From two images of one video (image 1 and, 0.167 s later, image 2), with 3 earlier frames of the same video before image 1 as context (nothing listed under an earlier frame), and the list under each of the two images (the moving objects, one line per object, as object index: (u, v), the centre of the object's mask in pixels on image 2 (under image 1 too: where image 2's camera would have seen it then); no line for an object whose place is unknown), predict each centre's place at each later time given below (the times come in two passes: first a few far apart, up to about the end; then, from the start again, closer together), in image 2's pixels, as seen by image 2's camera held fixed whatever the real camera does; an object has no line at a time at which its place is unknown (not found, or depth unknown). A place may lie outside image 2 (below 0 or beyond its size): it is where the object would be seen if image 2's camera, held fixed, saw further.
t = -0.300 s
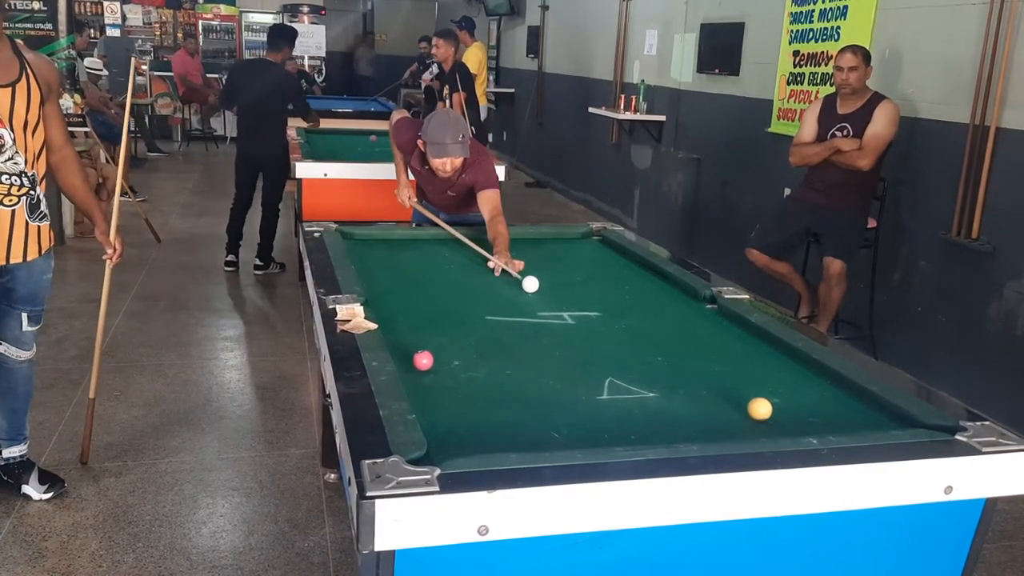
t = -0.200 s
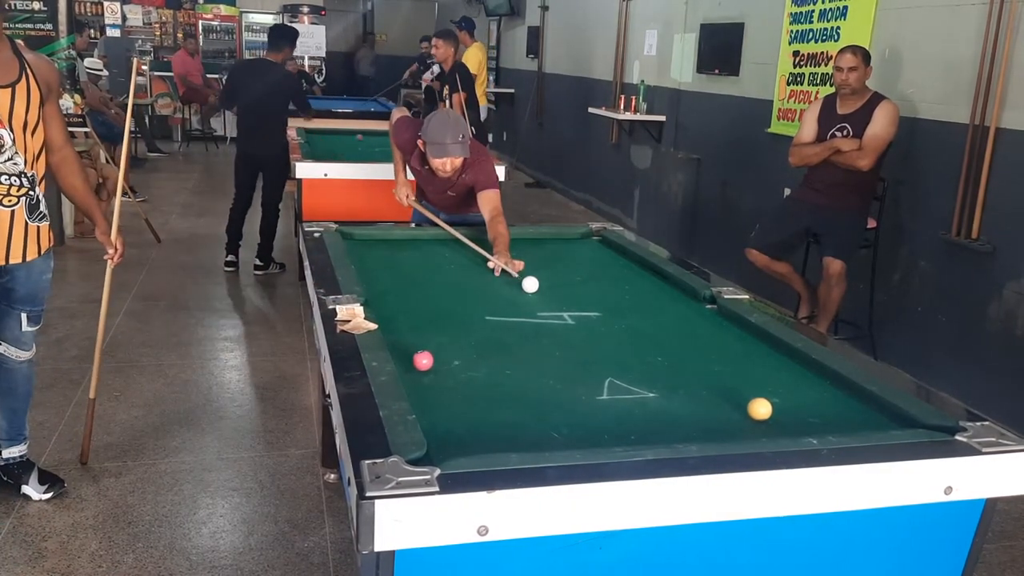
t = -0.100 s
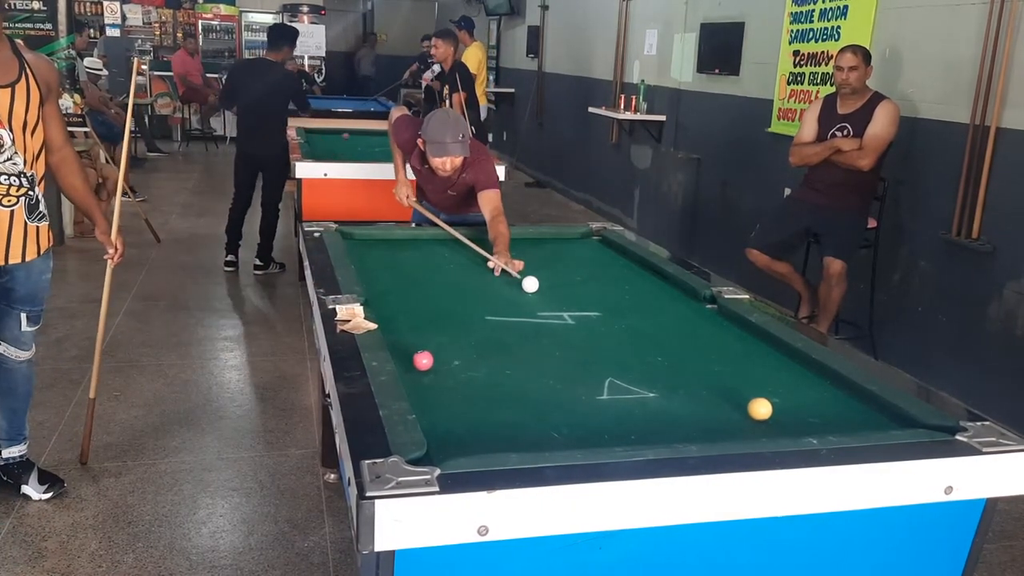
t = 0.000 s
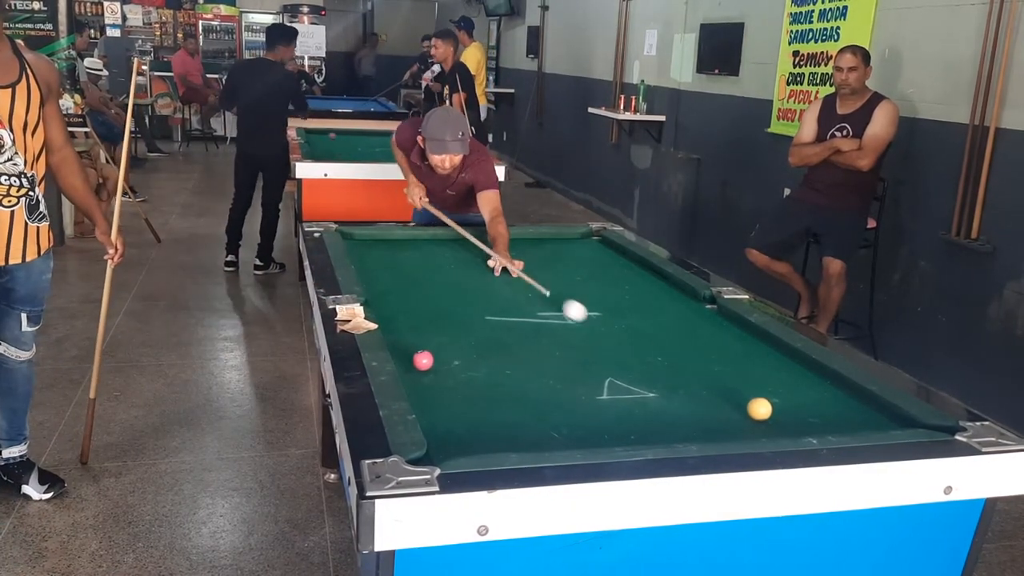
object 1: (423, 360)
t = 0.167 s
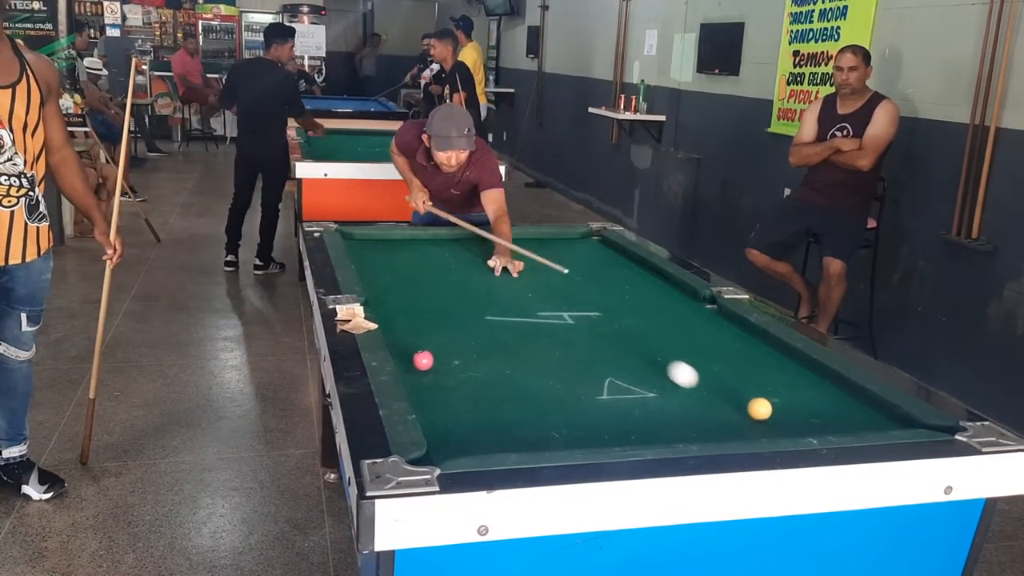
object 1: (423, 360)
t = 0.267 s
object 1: (423, 360)
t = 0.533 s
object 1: (423, 360)
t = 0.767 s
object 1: (423, 360)
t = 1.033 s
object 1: (423, 360)
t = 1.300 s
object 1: (423, 360)
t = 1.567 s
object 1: (423, 360)
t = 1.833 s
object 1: (423, 360)
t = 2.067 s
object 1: (423, 360)
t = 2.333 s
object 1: (423, 360)
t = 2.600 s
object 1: (423, 360)
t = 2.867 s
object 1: (423, 360)
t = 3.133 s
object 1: (423, 360)
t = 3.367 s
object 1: (423, 360)
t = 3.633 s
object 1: (423, 360)
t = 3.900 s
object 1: (423, 360)
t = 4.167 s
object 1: (423, 360)
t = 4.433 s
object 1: (431, 364)
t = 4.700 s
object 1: (448, 374)
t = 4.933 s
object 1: (463, 382)
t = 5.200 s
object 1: (481, 391)
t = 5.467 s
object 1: (497, 399)
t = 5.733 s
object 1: (513, 406)
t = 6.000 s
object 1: (527, 413)
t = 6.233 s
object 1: (540, 419)
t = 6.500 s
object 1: (552, 424)
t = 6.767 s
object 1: (564, 428)
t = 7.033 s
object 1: (574, 431)
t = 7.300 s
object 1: (581, 433)
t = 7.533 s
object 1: (585, 435)
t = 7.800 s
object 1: (588, 435)
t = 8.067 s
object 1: (586, 435)
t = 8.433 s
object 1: (594, 433)
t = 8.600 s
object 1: (587, 434)
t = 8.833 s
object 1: (588, 435)
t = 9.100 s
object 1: (587, 435)
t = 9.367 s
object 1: (587, 435)
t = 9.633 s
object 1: (587, 435)
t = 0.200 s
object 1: (423, 360)
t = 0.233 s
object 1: (423, 360)
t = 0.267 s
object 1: (423, 360)
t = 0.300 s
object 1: (423, 360)
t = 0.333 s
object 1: (423, 360)
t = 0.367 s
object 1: (423, 360)
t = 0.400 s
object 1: (423, 360)
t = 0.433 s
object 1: (423, 360)
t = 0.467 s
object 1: (423, 360)
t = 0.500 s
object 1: (423, 360)
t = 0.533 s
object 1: (423, 360)
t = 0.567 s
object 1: (423, 360)
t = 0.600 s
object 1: (423, 360)
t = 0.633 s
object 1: (423, 360)
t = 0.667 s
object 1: (423, 360)
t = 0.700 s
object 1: (423, 360)
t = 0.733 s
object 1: (423, 360)
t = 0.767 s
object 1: (423, 360)
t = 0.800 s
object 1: (423, 360)
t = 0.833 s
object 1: (423, 360)
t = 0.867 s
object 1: (423, 360)
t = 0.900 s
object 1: (423, 360)
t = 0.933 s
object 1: (423, 360)
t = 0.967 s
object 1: (423, 360)
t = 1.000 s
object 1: (423, 360)
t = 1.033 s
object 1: (423, 360)
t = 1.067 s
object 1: (423, 360)
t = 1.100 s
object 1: (423, 360)
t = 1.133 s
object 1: (423, 360)
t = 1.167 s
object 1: (423, 360)
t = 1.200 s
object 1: (423, 360)
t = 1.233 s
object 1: (423, 360)
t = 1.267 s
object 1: (423, 360)
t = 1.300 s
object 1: (423, 360)
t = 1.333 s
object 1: (423, 360)
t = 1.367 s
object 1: (423, 360)
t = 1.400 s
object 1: (423, 360)
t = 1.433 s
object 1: (423, 360)
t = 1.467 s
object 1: (423, 360)
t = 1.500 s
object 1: (423, 360)
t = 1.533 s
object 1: (423, 360)
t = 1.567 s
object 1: (423, 360)
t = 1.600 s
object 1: (423, 360)
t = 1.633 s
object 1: (423, 360)
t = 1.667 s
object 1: (423, 360)
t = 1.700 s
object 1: (423, 360)
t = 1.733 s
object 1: (423, 360)
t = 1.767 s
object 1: (423, 360)
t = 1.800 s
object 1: (423, 360)
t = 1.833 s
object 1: (423, 360)
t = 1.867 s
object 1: (423, 360)
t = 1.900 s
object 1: (423, 360)
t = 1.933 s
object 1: (423, 360)
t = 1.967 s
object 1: (423, 360)
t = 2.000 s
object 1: (423, 360)
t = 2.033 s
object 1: (423, 360)
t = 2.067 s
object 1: (423, 360)
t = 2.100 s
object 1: (423, 360)
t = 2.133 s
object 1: (423, 360)
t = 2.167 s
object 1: (423, 360)
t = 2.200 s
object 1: (423, 360)
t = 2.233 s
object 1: (423, 360)
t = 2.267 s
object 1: (423, 360)
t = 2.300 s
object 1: (423, 360)
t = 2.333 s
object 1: (423, 360)
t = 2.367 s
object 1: (423, 360)
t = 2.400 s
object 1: (423, 360)
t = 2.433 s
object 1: (423, 360)
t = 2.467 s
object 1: (423, 360)
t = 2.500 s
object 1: (423, 360)
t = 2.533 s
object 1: (423, 360)
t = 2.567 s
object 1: (423, 360)
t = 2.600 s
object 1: (423, 360)
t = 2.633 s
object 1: (423, 360)
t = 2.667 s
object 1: (423, 360)
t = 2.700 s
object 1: (423, 360)
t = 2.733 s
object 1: (423, 360)
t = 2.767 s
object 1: (423, 360)
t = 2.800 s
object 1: (423, 360)
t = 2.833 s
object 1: (423, 360)
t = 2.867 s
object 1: (423, 360)
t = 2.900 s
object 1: (423, 360)
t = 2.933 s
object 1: (423, 360)
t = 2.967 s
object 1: (423, 360)
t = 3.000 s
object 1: (423, 360)
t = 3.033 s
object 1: (423, 360)
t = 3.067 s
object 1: (423, 360)
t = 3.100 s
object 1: (423, 360)
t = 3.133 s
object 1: (423, 360)
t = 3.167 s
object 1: (423, 360)
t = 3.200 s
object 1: (423, 360)
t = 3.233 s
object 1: (423, 360)
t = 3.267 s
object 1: (423, 360)
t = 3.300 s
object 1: (423, 360)
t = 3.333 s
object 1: (423, 360)
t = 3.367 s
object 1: (423, 360)
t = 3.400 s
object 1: (423, 360)
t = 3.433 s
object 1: (423, 360)
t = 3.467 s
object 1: (423, 360)
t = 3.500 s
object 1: (423, 360)
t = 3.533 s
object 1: (423, 360)
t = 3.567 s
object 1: (423, 360)
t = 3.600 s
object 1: (423, 360)
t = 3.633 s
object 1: (423, 360)
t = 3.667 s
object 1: (423, 360)
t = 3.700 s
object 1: (423, 360)
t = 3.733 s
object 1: (423, 360)
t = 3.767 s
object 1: (423, 360)
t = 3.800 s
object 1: (423, 360)
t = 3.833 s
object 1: (423, 360)
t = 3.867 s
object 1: (423, 360)
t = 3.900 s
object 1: (423, 360)
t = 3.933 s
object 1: (423, 360)
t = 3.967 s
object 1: (423, 360)
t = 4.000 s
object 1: (423, 360)
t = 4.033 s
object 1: (423, 360)
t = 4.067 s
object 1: (423, 360)
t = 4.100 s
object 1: (423, 360)
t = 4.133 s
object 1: (423, 360)
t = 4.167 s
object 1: (423, 360)
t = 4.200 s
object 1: (423, 360)
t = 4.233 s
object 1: (424, 360)
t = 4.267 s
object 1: (423, 360)
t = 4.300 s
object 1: (423, 360)
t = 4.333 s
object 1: (424, 360)
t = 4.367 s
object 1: (426, 362)
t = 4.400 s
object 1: (428, 363)
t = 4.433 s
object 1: (431, 364)
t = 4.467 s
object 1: (433, 365)
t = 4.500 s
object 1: (435, 367)
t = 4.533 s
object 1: (437, 368)
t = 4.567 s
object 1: (439, 369)
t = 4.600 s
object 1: (441, 370)
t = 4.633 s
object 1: (444, 371)
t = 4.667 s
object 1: (446, 373)
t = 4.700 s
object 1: (448, 374)
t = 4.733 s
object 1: (450, 375)
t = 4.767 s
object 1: (452, 376)
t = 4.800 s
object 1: (454, 377)
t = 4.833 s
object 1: (456, 378)
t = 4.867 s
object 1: (459, 380)
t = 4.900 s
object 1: (461, 381)
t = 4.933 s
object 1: (463, 382)
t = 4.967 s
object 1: (465, 383)
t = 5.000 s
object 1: (467, 384)
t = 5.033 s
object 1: (470, 385)
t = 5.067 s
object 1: (472, 386)
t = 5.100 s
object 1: (474, 387)
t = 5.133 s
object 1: (476, 388)
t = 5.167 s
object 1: (478, 389)
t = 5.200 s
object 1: (481, 391)
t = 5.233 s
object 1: (483, 392)
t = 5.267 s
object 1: (485, 393)
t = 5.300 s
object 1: (487, 394)
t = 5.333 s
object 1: (489, 395)
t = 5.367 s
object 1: (491, 396)
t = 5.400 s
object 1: (493, 397)
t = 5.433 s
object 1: (495, 398)
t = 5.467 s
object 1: (497, 399)
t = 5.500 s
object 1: (499, 399)
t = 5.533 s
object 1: (501, 400)
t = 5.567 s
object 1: (503, 402)
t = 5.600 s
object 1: (505, 403)
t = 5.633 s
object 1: (507, 404)
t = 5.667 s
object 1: (509, 405)
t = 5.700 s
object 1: (511, 406)
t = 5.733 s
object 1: (513, 406)
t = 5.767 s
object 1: (515, 407)
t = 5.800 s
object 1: (516, 408)
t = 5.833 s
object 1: (518, 409)
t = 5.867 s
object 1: (520, 410)
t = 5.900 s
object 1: (522, 411)
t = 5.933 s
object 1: (524, 412)
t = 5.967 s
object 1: (526, 412)
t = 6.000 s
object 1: (527, 413)
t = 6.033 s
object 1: (529, 414)
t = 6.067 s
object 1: (531, 415)
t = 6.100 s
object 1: (532, 416)
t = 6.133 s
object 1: (534, 417)
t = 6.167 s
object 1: (536, 417)
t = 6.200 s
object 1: (538, 418)
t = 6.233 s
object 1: (540, 419)
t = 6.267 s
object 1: (541, 419)
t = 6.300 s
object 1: (543, 420)
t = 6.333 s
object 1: (544, 421)
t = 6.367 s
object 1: (546, 421)
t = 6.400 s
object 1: (548, 422)
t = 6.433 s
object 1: (549, 423)
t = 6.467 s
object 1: (551, 423)
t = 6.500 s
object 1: (552, 424)
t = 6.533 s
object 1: (554, 424)
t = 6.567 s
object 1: (556, 425)
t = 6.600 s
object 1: (557, 425)
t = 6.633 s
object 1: (559, 426)
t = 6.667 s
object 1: (560, 426)
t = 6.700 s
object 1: (561, 427)
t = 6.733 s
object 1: (563, 427)
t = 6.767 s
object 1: (564, 428)
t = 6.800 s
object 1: (565, 428)
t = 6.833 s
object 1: (566, 429)
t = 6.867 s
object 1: (568, 429)
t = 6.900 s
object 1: (569, 429)
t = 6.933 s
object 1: (570, 430)
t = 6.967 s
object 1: (571, 430)
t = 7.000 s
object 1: (572, 430)
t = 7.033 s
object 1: (574, 431)
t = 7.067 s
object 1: (575, 431)
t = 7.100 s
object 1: (576, 431)
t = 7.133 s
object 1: (577, 431)
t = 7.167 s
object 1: (577, 432)
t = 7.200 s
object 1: (578, 432)
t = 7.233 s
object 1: (579, 432)
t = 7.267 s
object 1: (580, 433)
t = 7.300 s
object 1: (581, 433)
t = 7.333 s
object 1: (581, 433)
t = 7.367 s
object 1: (582, 434)
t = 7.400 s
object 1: (582, 434)
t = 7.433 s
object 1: (583, 434)
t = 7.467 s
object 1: (583, 434)
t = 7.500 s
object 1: (584, 434)
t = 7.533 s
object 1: (585, 435)
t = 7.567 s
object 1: (585, 435)
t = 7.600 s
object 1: (586, 435)
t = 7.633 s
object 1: (587, 435)
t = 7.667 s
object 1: (587, 435)
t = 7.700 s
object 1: (587, 435)
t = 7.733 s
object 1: (587, 435)
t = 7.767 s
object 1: (588, 435)
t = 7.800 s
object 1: (588, 435)
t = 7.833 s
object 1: (588, 435)
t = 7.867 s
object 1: (579, 437)
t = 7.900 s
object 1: (589, 435)
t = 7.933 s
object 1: (588, 435)
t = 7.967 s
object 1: (588, 435)
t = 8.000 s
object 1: (588, 435)
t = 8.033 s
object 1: (587, 435)
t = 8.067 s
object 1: (586, 435)
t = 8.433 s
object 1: (594, 433)
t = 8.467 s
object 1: (587, 435)
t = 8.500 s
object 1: (587, 434)
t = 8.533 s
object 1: (587, 435)
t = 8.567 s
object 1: (587, 435)
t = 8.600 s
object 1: (587, 434)
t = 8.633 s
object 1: (587, 434)
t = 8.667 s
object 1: (587, 435)
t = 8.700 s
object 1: (587, 435)
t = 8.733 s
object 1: (587, 435)
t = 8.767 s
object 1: (588, 434)
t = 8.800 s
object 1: (587, 434)
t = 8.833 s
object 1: (588, 435)
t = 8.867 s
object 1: (587, 435)
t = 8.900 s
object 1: (587, 435)
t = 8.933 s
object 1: (587, 435)
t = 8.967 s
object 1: (587, 435)
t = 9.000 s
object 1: (587, 435)
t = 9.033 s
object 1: (587, 434)
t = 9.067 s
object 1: (587, 434)
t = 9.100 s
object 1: (587, 435)
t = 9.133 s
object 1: (587, 435)
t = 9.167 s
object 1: (587, 434)
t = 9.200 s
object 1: (587, 435)
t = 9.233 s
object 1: (587, 435)
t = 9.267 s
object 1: (587, 434)
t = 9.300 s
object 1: (587, 435)
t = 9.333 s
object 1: (587, 435)
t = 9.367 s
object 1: (587, 435)
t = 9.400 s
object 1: (587, 435)
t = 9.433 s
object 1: (587, 435)
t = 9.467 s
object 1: (587, 435)
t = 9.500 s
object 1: (587, 434)
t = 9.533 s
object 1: (587, 435)
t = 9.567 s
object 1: (587, 435)
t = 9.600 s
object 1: (587, 435)
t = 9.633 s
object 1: (587, 435)
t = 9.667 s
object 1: (587, 435)
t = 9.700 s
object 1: (587, 434)
